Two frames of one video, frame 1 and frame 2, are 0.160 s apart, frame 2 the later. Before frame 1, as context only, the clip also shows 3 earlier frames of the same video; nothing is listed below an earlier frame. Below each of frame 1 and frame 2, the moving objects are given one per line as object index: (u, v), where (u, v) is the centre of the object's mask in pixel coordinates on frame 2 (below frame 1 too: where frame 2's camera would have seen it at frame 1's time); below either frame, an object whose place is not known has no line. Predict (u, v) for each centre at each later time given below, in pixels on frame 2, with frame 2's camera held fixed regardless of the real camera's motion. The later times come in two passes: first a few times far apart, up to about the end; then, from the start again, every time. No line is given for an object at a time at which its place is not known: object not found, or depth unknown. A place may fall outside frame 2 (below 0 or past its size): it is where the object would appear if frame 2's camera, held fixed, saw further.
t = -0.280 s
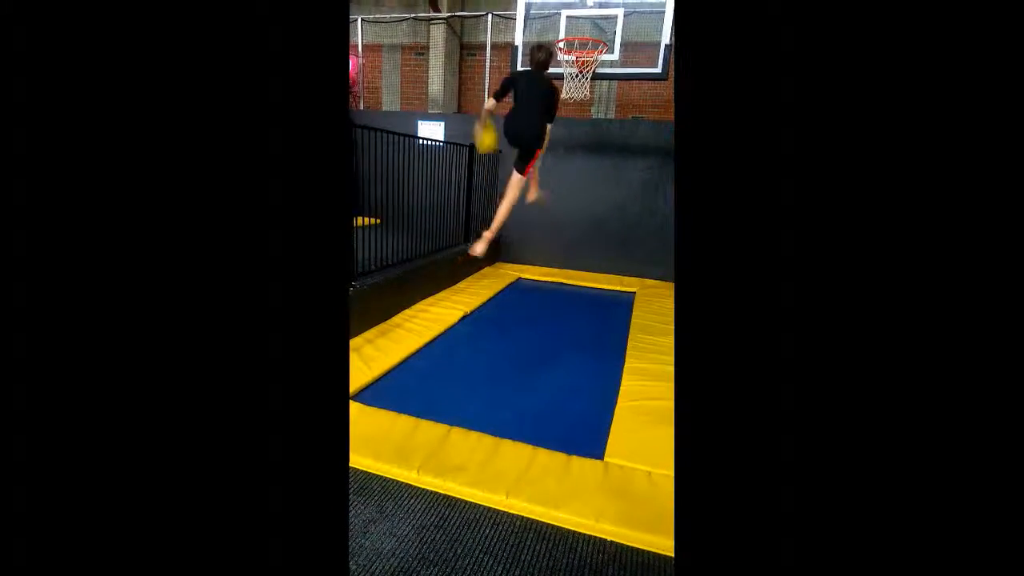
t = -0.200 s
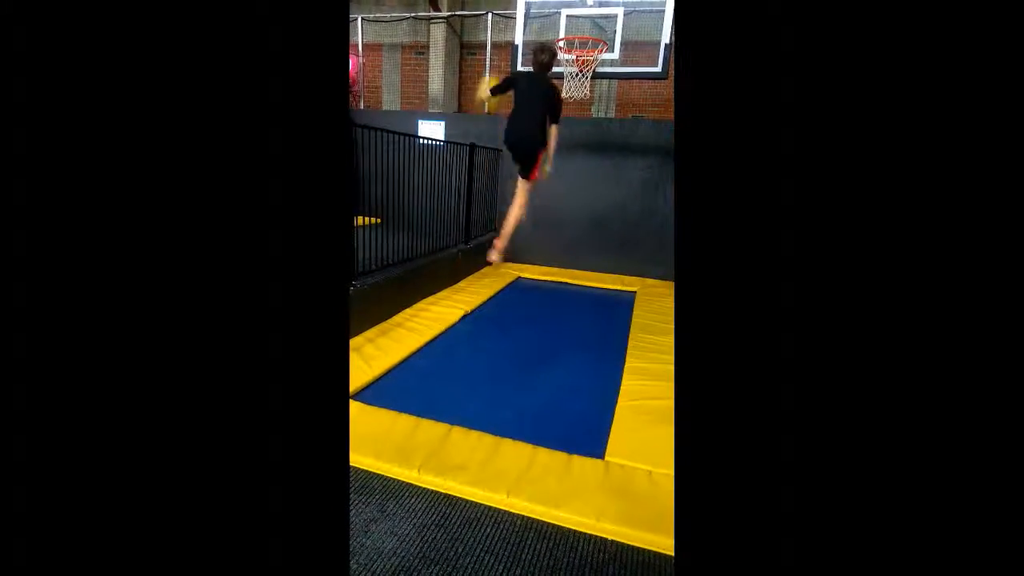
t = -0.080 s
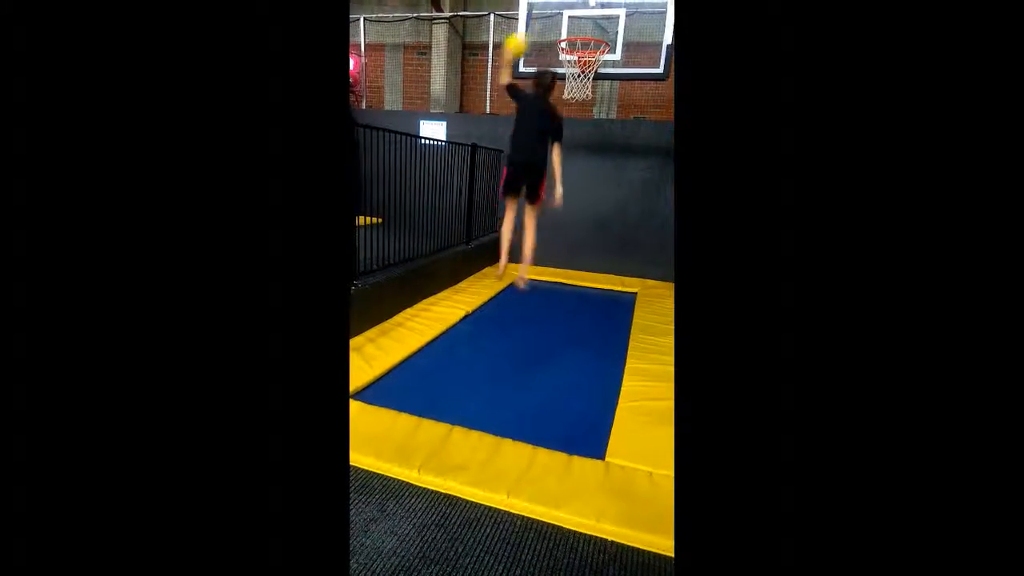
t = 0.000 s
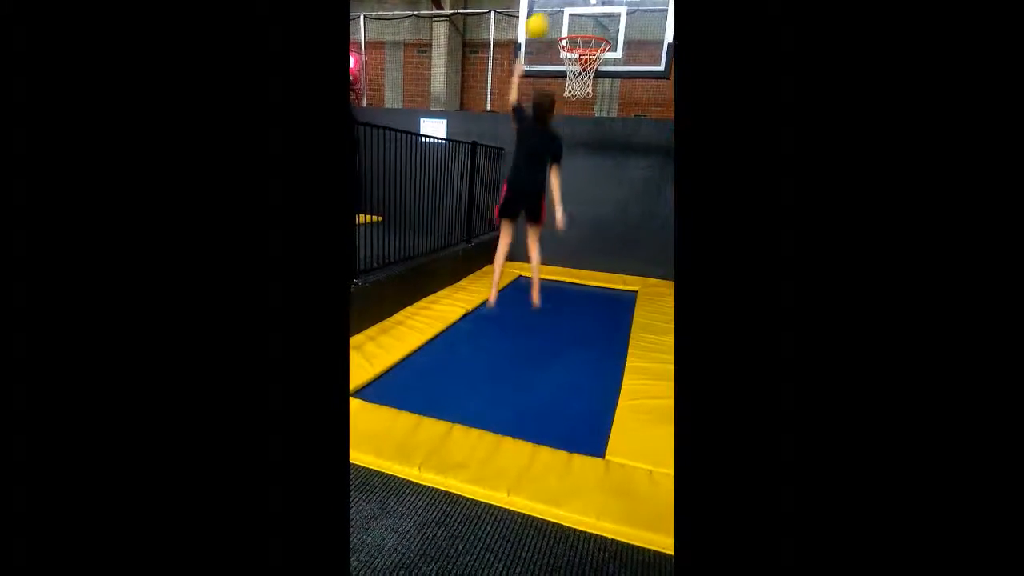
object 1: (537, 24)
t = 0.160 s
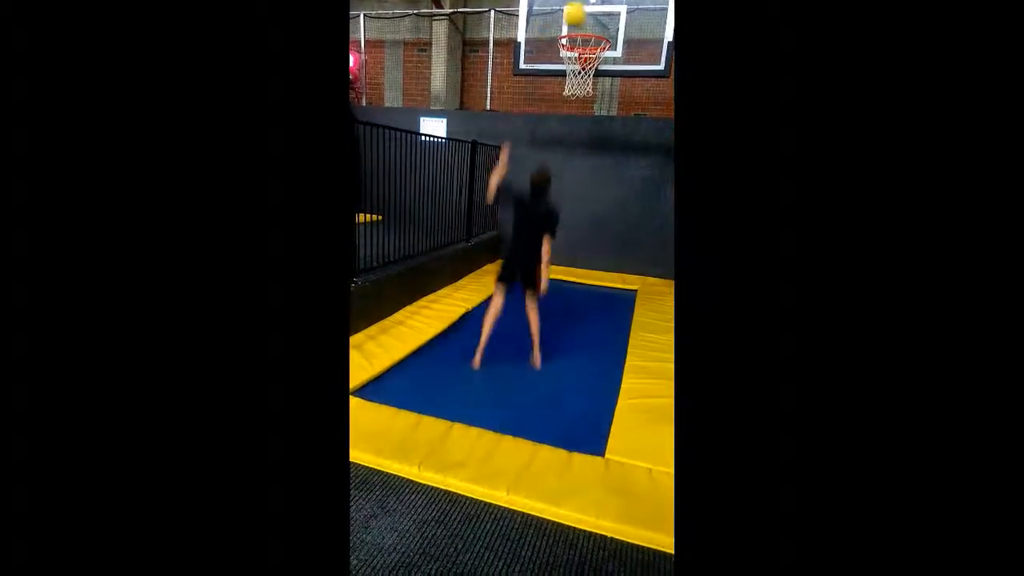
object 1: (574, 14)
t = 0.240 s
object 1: (591, 21)
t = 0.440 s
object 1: (613, 20)
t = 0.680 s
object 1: (620, 38)
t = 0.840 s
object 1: (629, 74)
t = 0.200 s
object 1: (583, 16)
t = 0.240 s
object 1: (591, 21)
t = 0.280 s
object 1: (599, 25)
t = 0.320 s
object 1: (606, 30)
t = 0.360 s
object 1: (609, 27)
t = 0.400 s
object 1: (611, 23)
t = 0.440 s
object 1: (613, 20)
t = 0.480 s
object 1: (614, 19)
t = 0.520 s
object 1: (614, 18)
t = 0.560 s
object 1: (617, 21)
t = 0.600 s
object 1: (618, 24)
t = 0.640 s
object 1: (619, 31)
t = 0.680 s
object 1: (620, 38)
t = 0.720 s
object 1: (622, 45)
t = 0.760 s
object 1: (624, 54)
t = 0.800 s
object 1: (626, 63)
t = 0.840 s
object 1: (629, 74)
